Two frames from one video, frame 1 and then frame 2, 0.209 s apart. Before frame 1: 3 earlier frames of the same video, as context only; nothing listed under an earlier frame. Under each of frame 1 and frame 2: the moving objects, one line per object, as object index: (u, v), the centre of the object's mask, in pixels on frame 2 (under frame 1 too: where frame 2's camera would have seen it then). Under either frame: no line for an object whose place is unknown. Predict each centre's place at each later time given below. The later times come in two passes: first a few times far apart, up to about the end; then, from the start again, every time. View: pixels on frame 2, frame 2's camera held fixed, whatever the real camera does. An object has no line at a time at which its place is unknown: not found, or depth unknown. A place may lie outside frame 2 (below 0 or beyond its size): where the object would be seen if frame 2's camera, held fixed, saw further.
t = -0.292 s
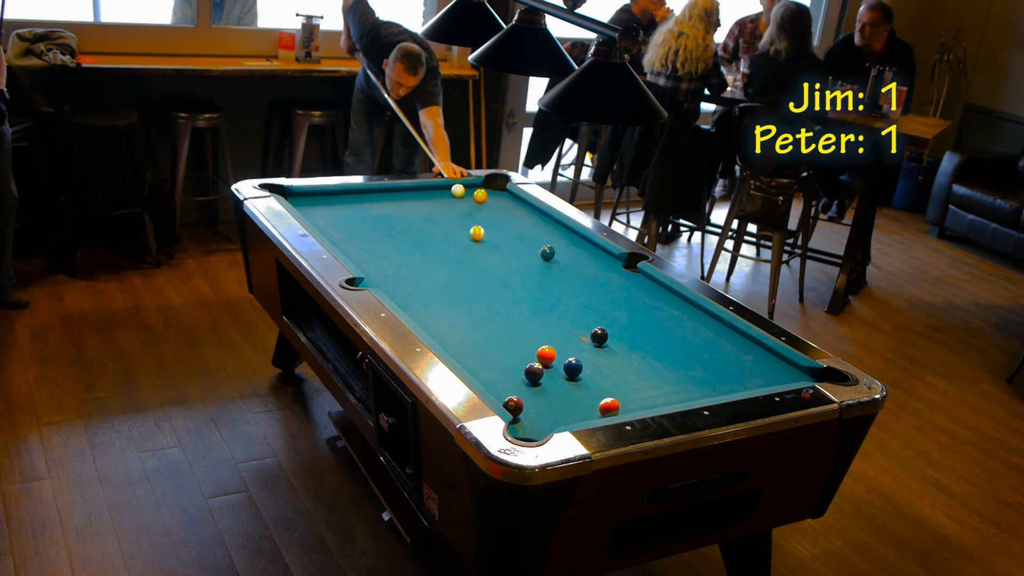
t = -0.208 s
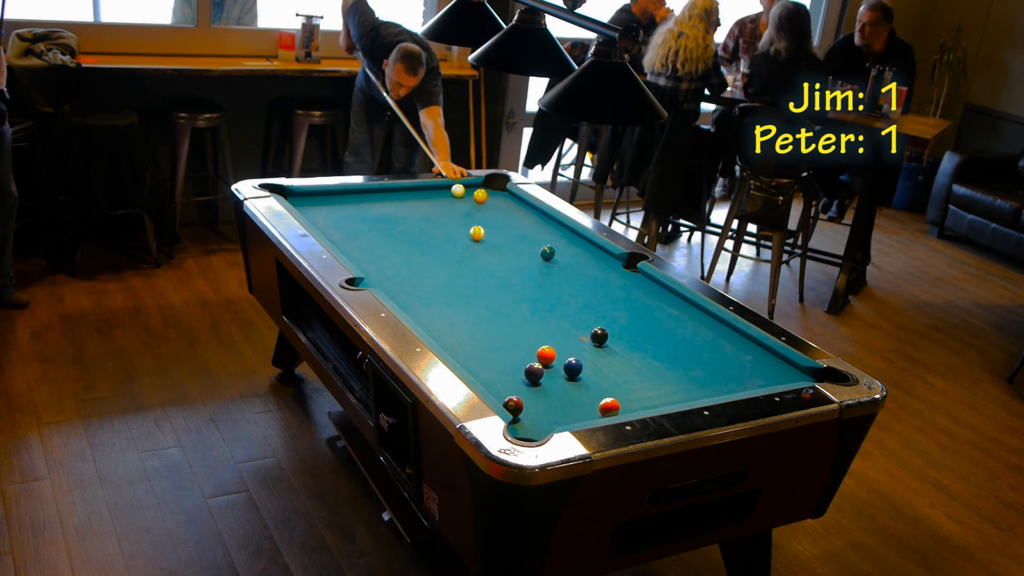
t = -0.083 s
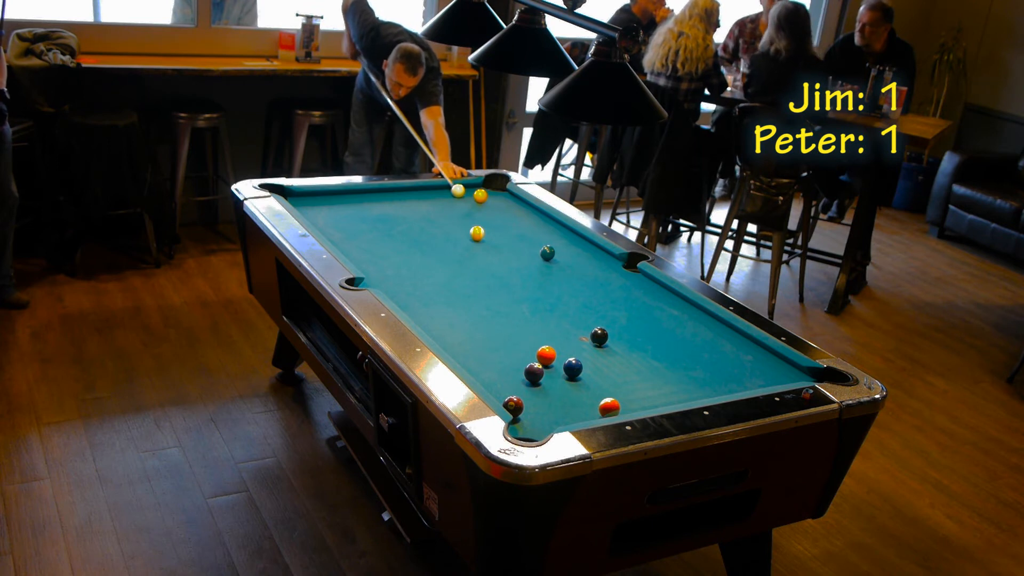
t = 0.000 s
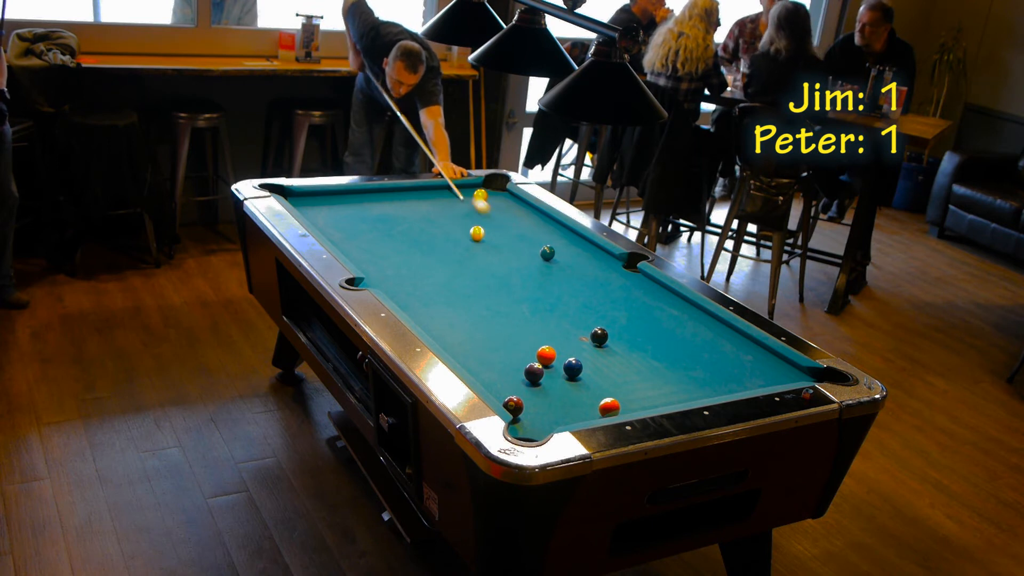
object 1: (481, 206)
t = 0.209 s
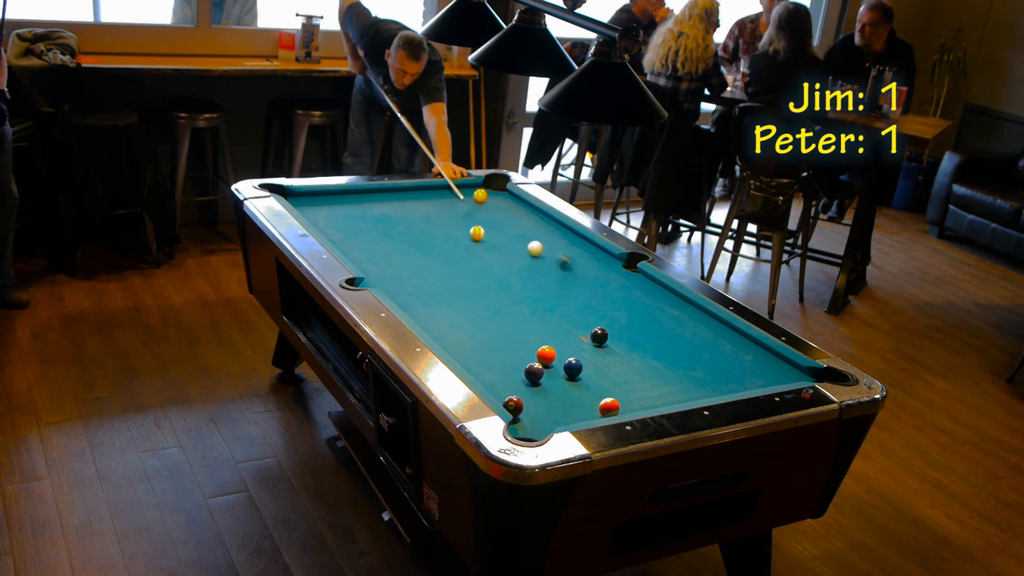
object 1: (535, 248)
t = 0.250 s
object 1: (532, 249)
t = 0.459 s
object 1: (519, 254)
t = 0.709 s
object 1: (504, 260)
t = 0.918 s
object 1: (491, 265)
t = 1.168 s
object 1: (476, 270)
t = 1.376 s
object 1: (465, 275)
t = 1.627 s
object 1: (450, 280)
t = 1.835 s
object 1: (439, 284)
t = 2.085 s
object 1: (426, 289)
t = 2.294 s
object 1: (416, 293)
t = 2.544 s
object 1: (404, 297)
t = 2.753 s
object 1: (397, 298)
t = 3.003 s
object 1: (404, 300)
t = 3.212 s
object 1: (409, 301)
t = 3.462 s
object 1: (413, 301)
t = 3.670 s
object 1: (416, 301)
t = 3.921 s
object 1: (418, 301)
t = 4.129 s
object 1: (417, 301)
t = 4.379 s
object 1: (416, 301)
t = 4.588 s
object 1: (416, 301)
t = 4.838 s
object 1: (416, 301)
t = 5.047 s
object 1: (416, 301)
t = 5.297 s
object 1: (417, 301)
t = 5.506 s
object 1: (416, 301)
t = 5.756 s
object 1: (416, 301)
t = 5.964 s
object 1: (416, 301)
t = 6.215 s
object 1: (416, 301)
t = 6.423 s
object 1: (416, 301)
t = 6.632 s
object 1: (416, 301)
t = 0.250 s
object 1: (532, 249)
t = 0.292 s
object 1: (530, 250)
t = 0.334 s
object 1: (527, 251)
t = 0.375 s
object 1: (525, 252)
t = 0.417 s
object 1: (522, 253)
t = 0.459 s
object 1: (519, 254)
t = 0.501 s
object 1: (517, 255)
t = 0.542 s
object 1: (514, 256)
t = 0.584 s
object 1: (511, 257)
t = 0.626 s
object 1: (509, 258)
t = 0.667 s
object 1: (506, 259)
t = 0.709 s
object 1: (504, 260)
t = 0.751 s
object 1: (501, 261)
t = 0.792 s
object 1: (498, 262)
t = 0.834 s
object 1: (496, 263)
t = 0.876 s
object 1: (494, 264)
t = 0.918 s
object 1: (491, 265)
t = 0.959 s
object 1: (488, 266)
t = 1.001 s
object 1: (486, 266)
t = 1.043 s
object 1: (484, 267)
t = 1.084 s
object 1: (481, 268)
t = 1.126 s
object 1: (479, 269)
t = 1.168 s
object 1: (476, 270)
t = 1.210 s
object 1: (474, 271)
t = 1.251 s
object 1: (472, 272)
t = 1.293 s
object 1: (469, 273)
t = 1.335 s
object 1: (467, 274)
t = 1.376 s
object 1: (465, 275)
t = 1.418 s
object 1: (462, 275)
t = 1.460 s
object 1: (460, 276)
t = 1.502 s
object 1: (457, 277)
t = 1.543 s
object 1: (455, 278)
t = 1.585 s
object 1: (452, 279)
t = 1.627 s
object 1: (450, 280)
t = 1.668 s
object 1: (448, 281)
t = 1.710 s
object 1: (446, 282)
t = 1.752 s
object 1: (443, 282)
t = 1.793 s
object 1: (441, 283)
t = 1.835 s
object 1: (439, 284)
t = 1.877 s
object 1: (437, 285)
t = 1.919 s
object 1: (435, 285)
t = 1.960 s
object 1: (432, 286)
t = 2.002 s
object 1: (430, 287)
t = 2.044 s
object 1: (428, 288)
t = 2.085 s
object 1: (426, 289)
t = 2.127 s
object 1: (424, 289)
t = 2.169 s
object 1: (422, 290)
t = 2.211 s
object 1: (420, 291)
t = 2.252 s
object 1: (418, 292)
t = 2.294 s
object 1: (416, 293)
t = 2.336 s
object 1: (414, 293)
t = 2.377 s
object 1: (412, 294)
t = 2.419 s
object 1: (410, 295)
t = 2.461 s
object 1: (408, 295)
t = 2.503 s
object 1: (406, 296)
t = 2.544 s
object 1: (404, 297)
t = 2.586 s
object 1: (402, 297)
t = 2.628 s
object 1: (400, 298)
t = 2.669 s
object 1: (399, 298)
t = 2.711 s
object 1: (397, 298)
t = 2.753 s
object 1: (397, 298)
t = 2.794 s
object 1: (398, 299)
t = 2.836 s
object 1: (399, 299)
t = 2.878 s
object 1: (401, 299)
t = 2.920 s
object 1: (402, 300)
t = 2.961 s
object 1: (403, 300)
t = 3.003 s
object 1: (404, 300)
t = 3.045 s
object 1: (405, 300)
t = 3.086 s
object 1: (406, 301)
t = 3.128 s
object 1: (407, 301)
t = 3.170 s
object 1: (408, 301)
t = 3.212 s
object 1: (409, 301)
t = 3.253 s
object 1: (410, 301)
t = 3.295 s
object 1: (410, 301)
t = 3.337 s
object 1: (411, 301)
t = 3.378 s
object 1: (412, 301)
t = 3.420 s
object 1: (413, 301)
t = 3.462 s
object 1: (413, 301)
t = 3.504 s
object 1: (414, 301)
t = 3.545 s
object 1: (414, 301)
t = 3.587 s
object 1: (415, 301)
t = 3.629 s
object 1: (415, 301)
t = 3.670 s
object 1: (416, 301)
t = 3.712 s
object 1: (416, 301)
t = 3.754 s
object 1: (417, 301)
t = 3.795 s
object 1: (417, 301)
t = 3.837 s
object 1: (417, 301)
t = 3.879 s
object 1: (418, 301)
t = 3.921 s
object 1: (418, 301)
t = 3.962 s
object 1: (418, 302)
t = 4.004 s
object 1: (417, 302)
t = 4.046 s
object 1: (417, 301)
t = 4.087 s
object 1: (417, 301)
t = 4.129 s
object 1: (417, 301)
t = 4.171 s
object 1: (417, 302)
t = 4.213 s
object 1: (417, 301)
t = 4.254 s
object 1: (417, 301)
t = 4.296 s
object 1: (416, 301)
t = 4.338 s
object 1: (416, 301)
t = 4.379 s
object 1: (416, 301)
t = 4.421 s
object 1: (416, 301)
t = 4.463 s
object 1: (416, 301)
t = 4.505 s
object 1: (416, 301)
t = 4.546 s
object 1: (416, 301)
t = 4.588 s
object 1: (416, 301)
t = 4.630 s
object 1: (416, 301)
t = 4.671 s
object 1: (416, 301)
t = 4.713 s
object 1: (416, 301)
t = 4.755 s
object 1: (416, 301)
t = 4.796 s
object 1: (416, 301)
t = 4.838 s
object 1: (416, 301)
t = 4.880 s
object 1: (416, 301)
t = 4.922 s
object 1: (416, 301)
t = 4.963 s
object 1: (416, 301)
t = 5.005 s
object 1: (416, 301)
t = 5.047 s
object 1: (416, 301)
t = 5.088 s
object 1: (417, 301)
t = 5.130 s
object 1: (417, 301)
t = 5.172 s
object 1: (417, 301)
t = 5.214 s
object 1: (417, 301)
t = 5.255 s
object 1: (417, 301)
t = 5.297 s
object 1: (417, 301)
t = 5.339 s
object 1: (417, 301)
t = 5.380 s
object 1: (417, 301)
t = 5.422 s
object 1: (416, 301)
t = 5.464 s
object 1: (416, 301)
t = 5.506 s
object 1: (416, 301)
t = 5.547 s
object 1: (416, 301)
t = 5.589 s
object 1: (416, 301)
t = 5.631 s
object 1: (416, 301)
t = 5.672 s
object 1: (416, 301)
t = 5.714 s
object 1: (416, 301)
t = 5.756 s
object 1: (416, 301)
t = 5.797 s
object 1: (416, 301)
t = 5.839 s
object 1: (416, 301)
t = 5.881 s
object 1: (417, 301)
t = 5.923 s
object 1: (417, 301)
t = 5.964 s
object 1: (416, 301)
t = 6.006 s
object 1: (416, 301)
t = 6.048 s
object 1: (416, 301)
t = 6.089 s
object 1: (416, 301)
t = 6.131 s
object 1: (416, 301)
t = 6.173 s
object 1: (416, 301)
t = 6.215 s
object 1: (416, 301)
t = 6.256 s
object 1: (416, 301)
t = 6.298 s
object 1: (416, 301)
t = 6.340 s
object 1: (416, 301)
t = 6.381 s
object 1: (416, 301)
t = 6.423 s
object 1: (416, 301)
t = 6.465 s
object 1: (416, 301)
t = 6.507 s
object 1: (416, 301)
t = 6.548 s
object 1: (416, 301)
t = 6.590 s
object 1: (416, 301)
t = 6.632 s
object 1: (416, 301)
